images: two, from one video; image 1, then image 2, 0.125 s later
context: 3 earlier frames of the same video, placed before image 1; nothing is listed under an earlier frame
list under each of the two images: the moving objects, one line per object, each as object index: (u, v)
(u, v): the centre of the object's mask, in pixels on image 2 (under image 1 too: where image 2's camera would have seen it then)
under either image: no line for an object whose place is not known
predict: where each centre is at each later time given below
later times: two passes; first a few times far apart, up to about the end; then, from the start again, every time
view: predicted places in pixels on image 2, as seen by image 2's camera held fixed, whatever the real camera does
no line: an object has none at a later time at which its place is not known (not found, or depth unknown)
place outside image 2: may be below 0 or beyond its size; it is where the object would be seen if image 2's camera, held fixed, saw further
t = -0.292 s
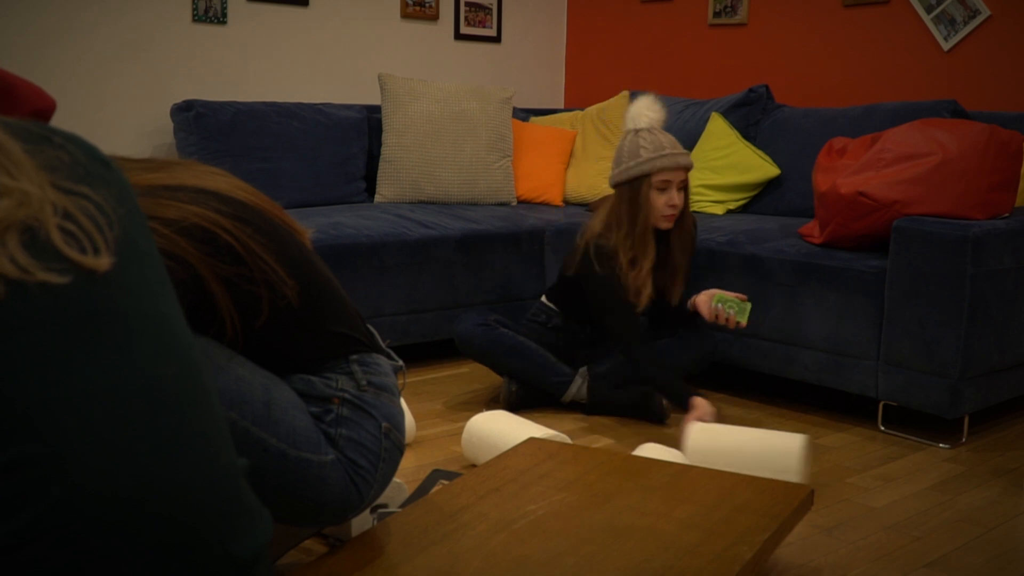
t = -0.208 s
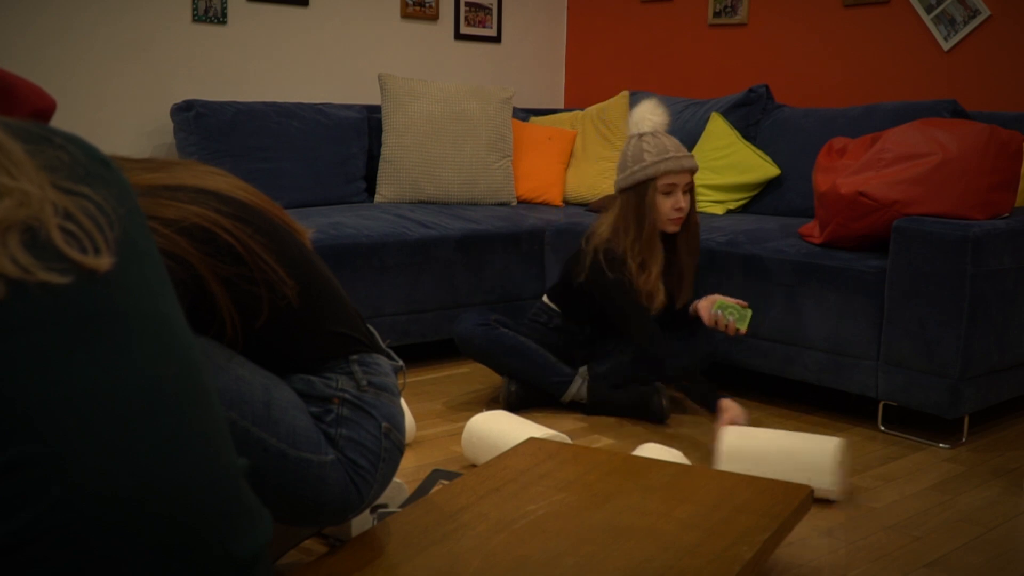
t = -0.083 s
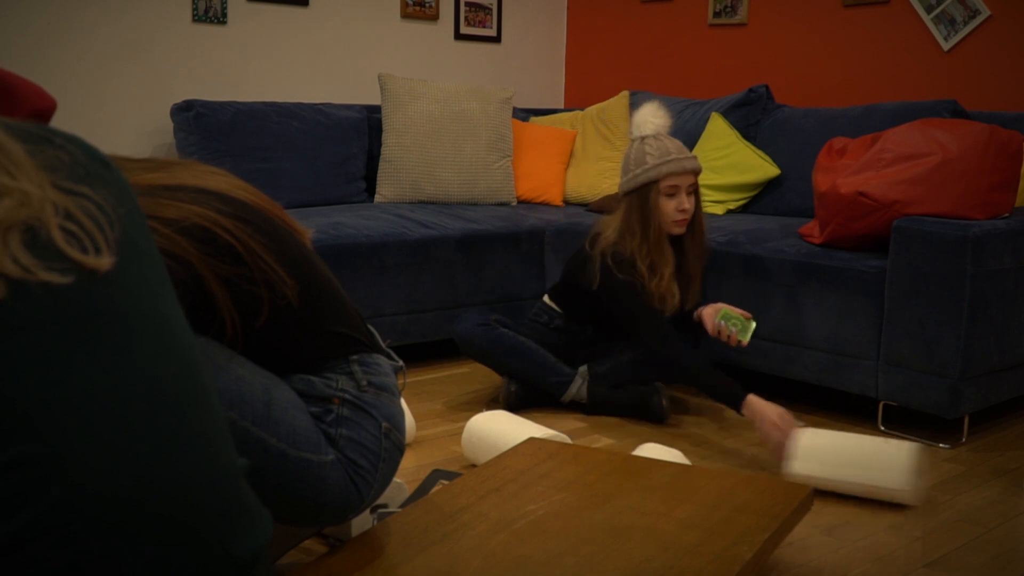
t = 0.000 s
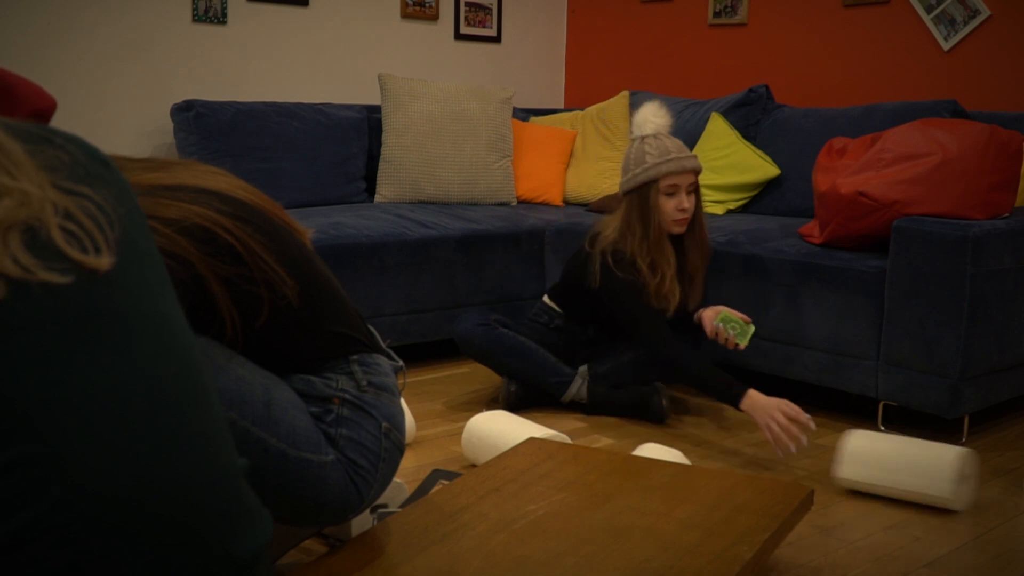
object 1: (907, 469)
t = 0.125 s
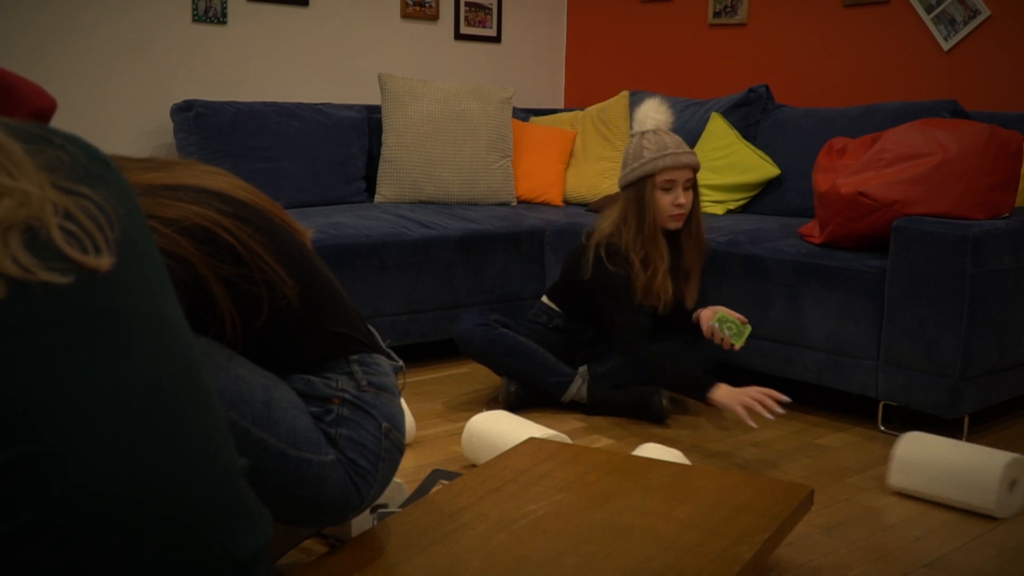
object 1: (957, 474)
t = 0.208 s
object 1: (969, 473)
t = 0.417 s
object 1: (974, 473)
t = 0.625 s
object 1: (974, 473)
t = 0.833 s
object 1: (974, 473)
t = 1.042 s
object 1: (974, 473)
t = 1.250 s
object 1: (974, 473)
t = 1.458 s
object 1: (974, 473)
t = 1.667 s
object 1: (974, 473)
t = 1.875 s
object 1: (974, 473)
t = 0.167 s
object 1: (964, 473)
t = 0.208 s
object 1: (969, 473)
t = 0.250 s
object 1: (972, 472)
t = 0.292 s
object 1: (974, 472)
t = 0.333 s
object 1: (974, 473)
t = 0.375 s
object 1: (974, 473)
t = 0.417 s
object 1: (974, 473)
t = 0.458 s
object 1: (974, 473)
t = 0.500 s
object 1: (974, 473)
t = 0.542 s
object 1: (974, 473)
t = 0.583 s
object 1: (974, 473)
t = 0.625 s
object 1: (974, 473)
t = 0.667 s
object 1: (974, 473)
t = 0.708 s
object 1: (974, 473)
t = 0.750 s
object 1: (974, 473)
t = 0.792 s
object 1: (974, 473)
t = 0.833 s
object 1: (974, 473)
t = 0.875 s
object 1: (974, 473)
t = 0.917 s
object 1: (974, 473)
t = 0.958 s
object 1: (974, 473)
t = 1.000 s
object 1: (974, 473)
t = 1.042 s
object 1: (974, 473)
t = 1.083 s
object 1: (974, 473)
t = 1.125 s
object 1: (974, 473)
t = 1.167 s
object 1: (974, 473)
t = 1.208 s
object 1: (974, 473)
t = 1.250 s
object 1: (974, 473)
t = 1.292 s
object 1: (974, 473)
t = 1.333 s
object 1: (974, 473)
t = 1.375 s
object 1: (974, 473)
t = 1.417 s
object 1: (974, 473)
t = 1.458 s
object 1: (974, 473)
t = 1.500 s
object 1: (974, 473)
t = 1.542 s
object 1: (974, 473)
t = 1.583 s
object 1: (974, 473)
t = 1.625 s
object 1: (974, 473)
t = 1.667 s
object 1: (974, 473)
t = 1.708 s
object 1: (974, 473)
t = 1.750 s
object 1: (974, 473)
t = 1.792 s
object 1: (974, 473)
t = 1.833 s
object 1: (974, 473)
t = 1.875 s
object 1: (974, 473)
